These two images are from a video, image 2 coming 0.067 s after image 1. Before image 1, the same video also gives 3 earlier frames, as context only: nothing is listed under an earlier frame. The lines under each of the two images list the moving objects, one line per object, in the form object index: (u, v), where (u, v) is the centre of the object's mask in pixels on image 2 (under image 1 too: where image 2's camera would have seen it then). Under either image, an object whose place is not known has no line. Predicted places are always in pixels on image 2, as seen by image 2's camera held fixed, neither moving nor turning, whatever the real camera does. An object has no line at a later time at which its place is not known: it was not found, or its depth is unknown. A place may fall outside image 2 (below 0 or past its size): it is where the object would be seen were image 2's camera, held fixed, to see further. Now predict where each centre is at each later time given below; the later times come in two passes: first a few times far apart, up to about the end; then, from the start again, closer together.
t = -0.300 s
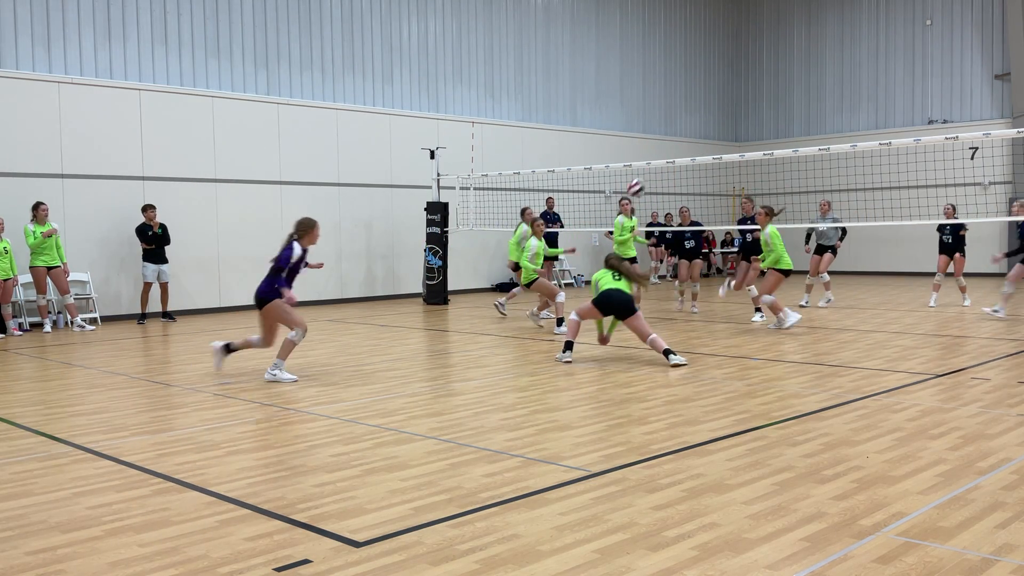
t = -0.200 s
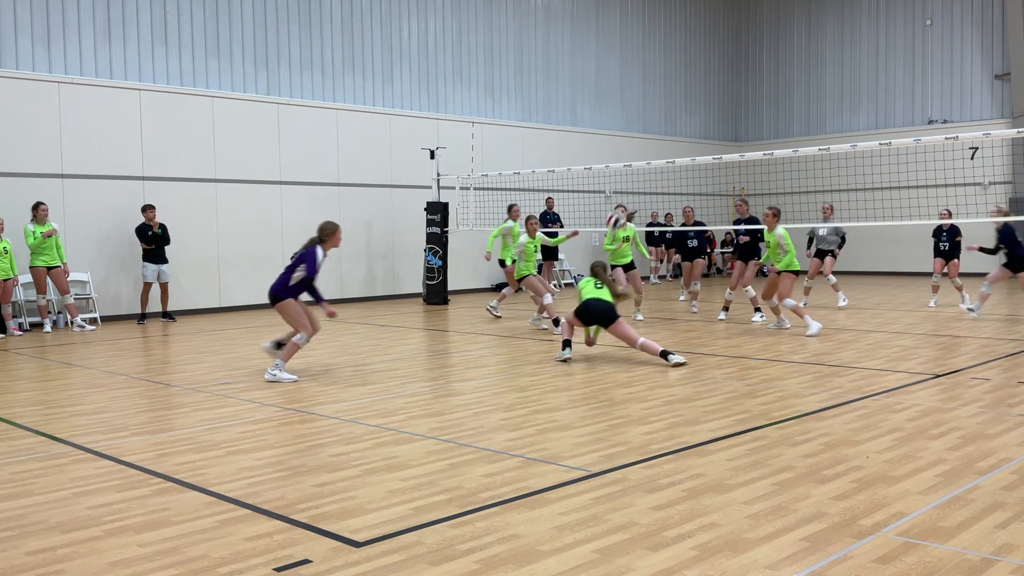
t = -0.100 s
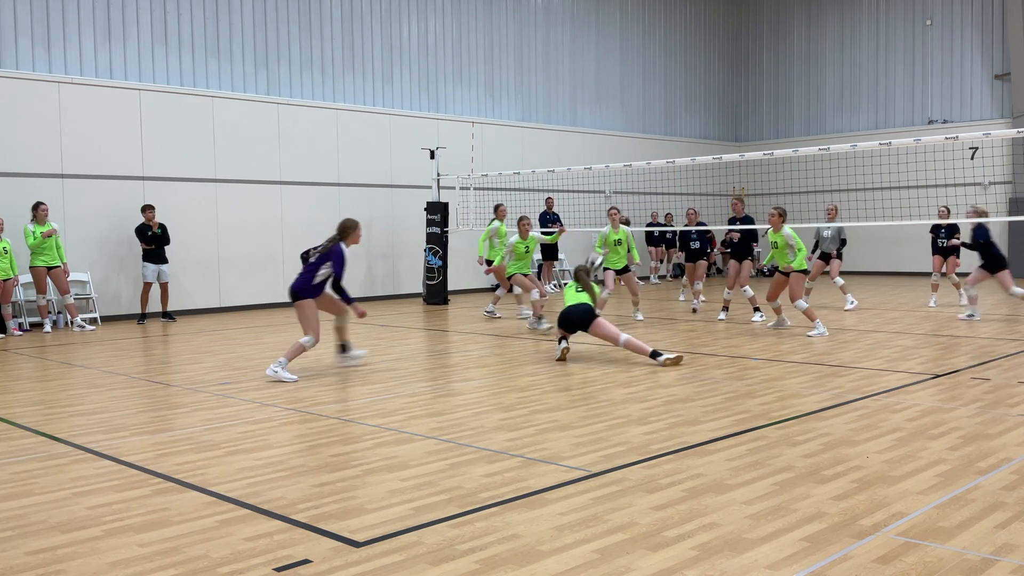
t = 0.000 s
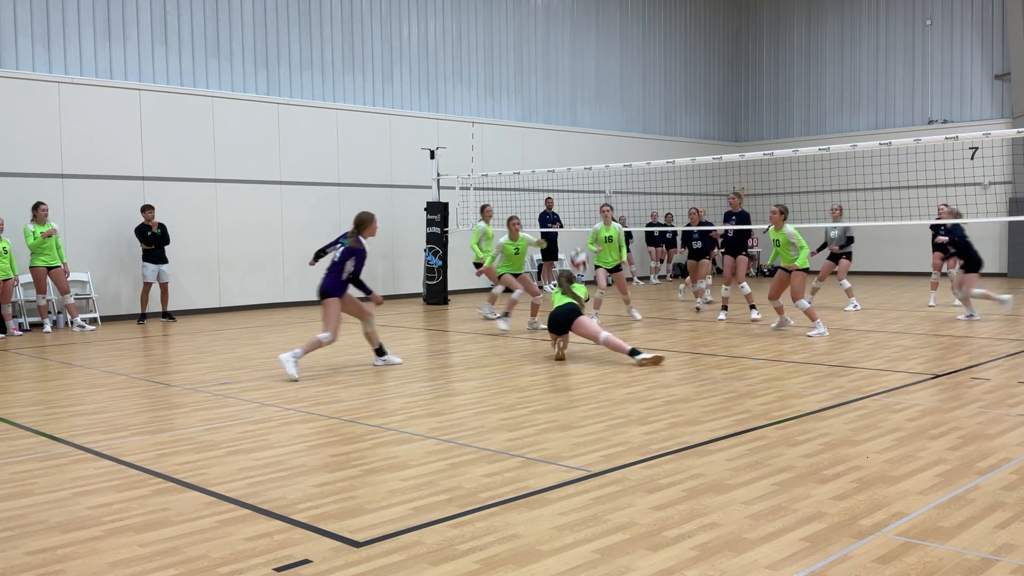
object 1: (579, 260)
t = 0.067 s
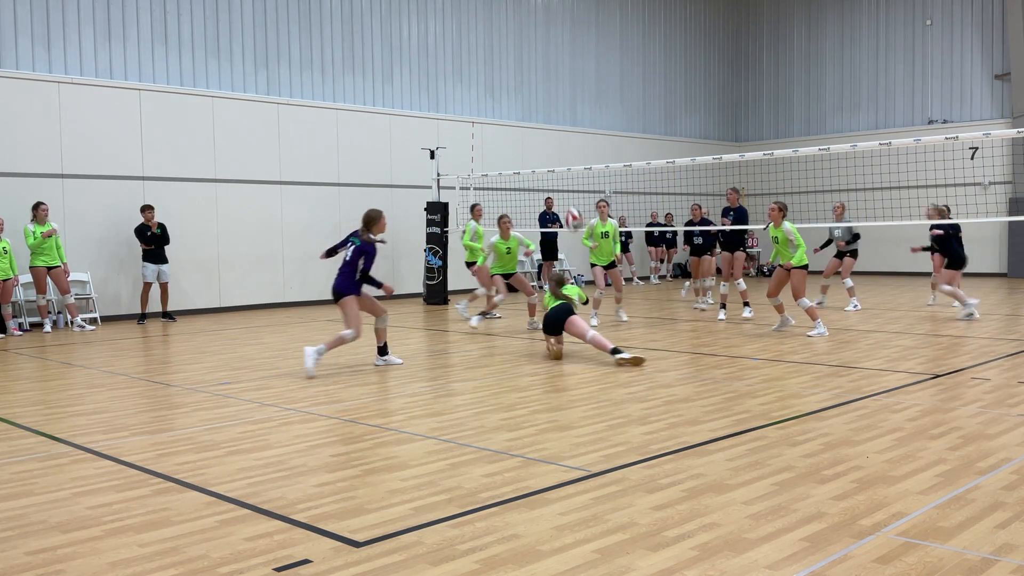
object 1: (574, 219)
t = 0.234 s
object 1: (563, 133)
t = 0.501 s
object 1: (546, 46)
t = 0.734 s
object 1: (531, 24)
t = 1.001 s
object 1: (516, 63)
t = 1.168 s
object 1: (507, 122)
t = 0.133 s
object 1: (569, 181)
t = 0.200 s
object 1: (565, 148)
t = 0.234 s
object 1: (563, 133)
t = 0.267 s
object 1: (560, 117)
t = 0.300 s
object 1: (558, 105)
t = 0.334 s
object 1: (556, 93)
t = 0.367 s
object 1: (554, 81)
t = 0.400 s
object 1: (552, 71)
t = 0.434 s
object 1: (550, 62)
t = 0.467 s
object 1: (548, 53)
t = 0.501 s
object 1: (546, 46)
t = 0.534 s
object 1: (544, 40)
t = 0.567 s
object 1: (541, 34)
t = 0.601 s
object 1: (539, 30)
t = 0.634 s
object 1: (537, 27)
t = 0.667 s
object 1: (535, 25)
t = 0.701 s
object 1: (533, 24)
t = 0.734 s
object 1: (531, 24)
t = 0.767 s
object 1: (529, 25)
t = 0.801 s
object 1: (527, 27)
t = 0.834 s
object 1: (525, 31)
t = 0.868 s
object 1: (523, 35)
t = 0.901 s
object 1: (521, 40)
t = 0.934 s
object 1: (519, 47)
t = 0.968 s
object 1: (517, 55)
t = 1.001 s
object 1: (516, 63)
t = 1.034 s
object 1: (514, 73)
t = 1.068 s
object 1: (512, 84)
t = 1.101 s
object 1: (510, 96)
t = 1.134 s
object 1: (508, 109)
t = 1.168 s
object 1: (507, 122)
